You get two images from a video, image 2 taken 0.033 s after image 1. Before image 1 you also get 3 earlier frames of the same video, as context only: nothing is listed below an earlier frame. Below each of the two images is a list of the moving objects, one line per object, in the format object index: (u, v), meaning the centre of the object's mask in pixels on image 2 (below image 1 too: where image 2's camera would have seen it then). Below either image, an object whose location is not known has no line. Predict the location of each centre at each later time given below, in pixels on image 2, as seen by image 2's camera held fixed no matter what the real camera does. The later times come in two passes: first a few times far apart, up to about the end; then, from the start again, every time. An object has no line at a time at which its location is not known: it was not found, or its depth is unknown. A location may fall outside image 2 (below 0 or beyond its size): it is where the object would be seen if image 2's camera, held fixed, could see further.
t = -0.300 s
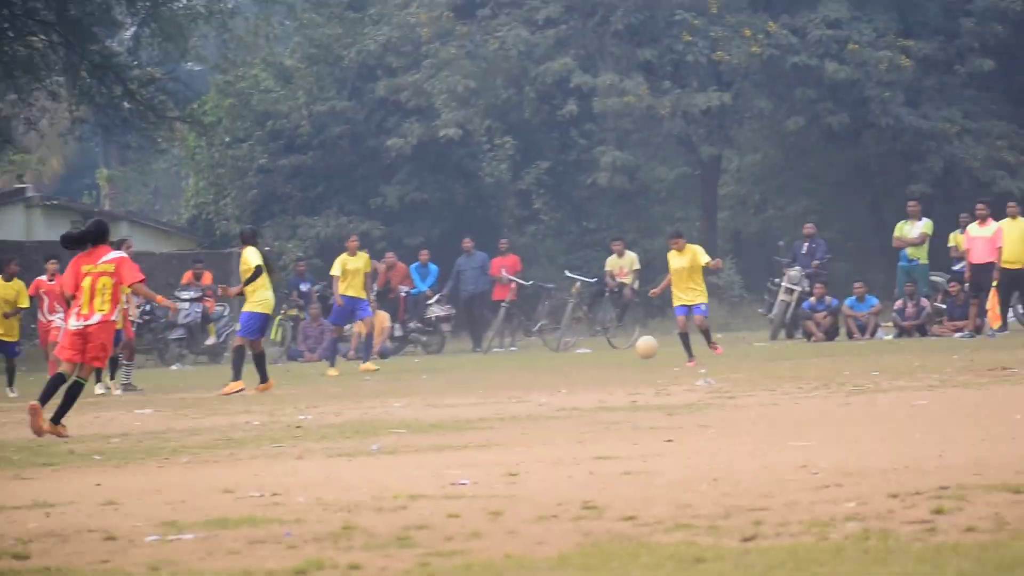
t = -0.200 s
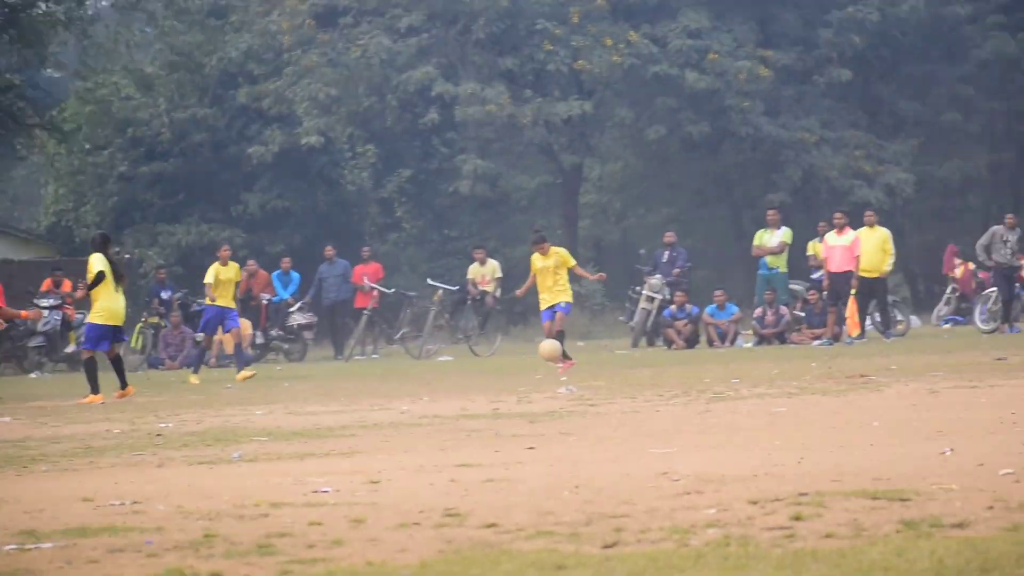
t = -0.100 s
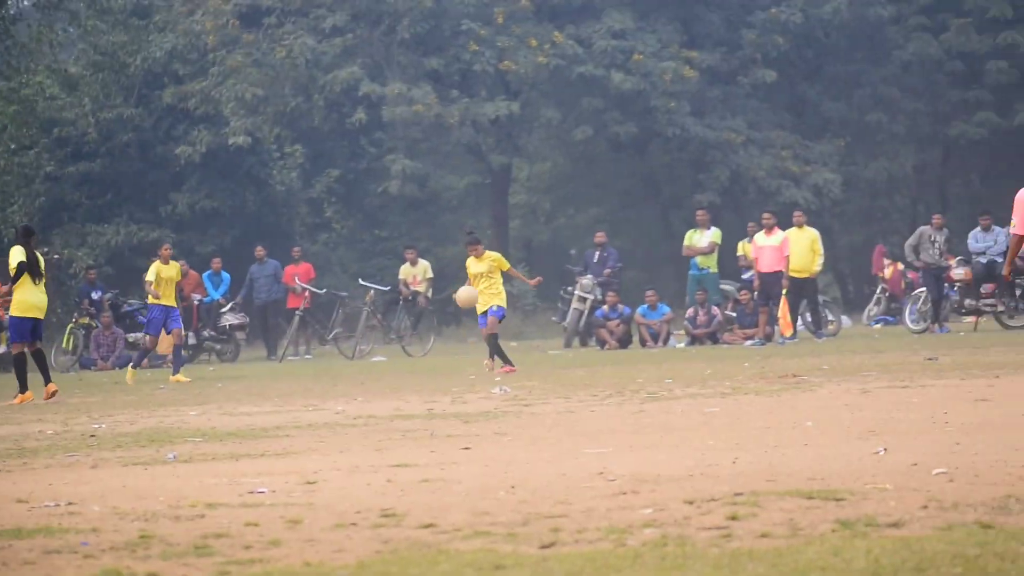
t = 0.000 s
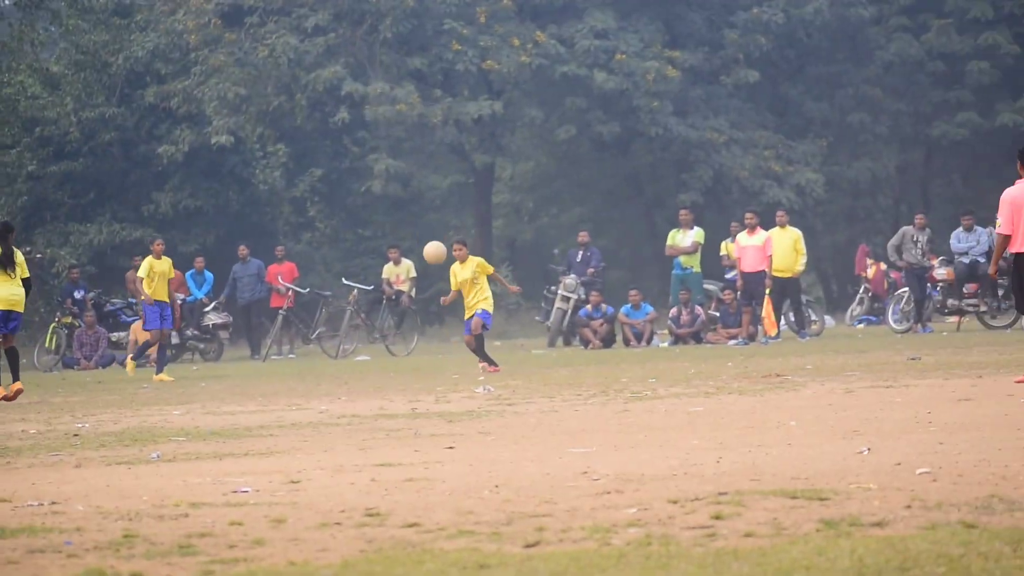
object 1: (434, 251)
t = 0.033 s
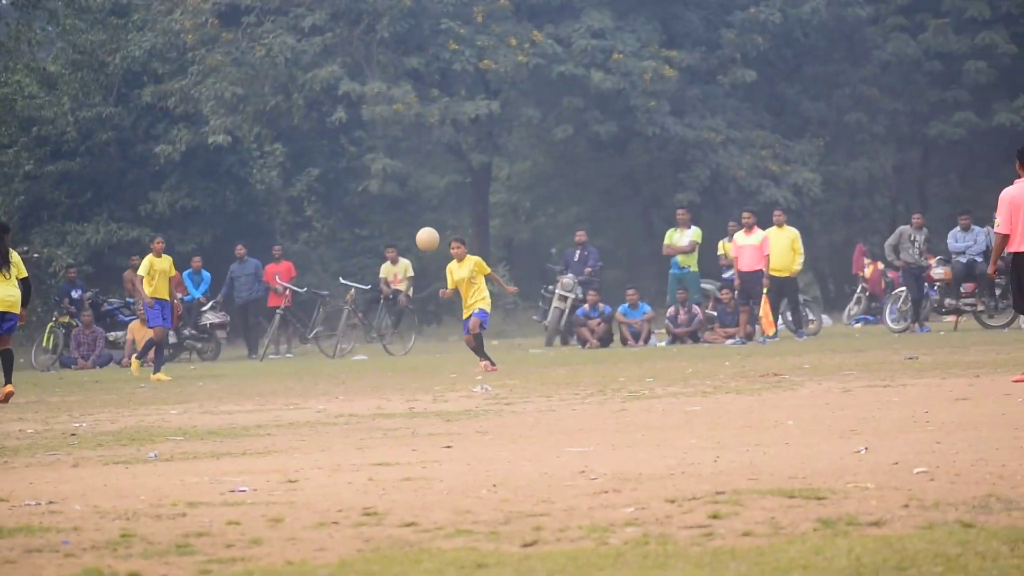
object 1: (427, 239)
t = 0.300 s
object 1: (385, 175)
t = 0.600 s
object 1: (345, 182)
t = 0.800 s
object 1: (321, 252)
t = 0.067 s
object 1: (422, 227)
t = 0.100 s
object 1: (416, 217)
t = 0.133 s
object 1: (410, 207)
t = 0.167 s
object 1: (405, 198)
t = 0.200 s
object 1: (400, 191)
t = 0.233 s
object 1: (395, 185)
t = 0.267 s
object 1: (390, 180)
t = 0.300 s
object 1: (385, 175)
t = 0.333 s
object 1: (381, 171)
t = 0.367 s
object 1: (375, 170)
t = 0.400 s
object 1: (370, 169)
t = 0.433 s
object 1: (366, 169)
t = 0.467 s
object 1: (361, 171)
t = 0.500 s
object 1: (356, 174)
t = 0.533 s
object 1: (352, 175)
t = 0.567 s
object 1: (350, 179)
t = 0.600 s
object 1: (345, 182)
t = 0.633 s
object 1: (337, 196)
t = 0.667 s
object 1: (335, 201)
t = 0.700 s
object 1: (334, 206)
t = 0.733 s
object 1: (329, 226)
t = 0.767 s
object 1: (325, 245)
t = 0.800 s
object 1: (321, 252)
